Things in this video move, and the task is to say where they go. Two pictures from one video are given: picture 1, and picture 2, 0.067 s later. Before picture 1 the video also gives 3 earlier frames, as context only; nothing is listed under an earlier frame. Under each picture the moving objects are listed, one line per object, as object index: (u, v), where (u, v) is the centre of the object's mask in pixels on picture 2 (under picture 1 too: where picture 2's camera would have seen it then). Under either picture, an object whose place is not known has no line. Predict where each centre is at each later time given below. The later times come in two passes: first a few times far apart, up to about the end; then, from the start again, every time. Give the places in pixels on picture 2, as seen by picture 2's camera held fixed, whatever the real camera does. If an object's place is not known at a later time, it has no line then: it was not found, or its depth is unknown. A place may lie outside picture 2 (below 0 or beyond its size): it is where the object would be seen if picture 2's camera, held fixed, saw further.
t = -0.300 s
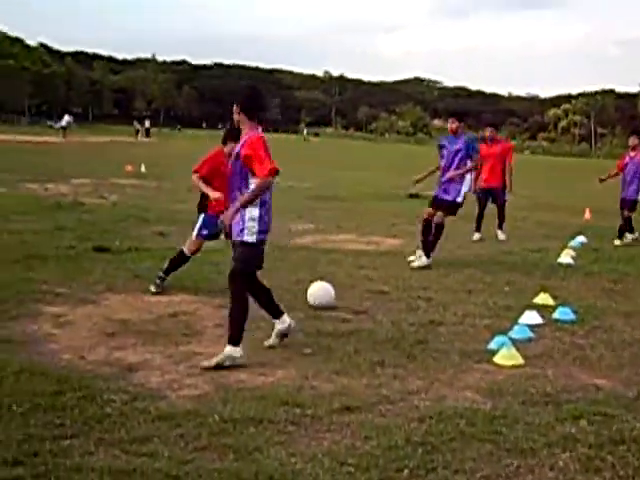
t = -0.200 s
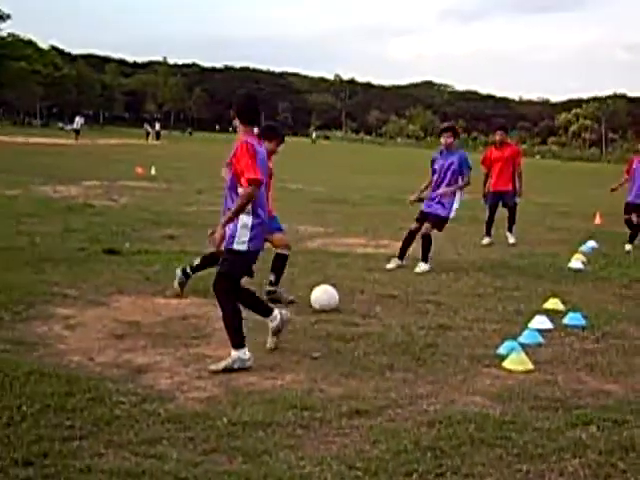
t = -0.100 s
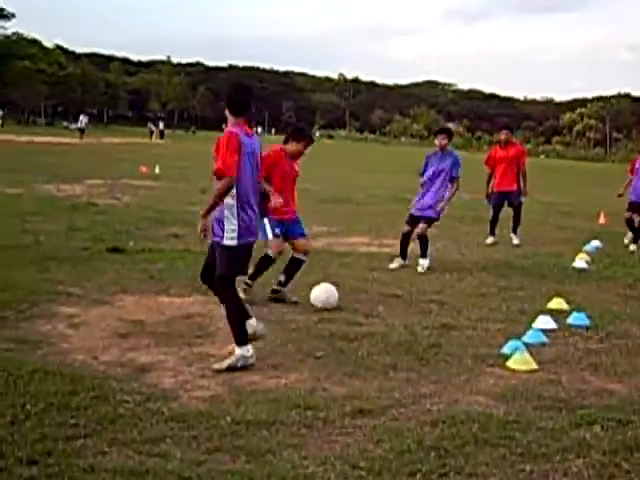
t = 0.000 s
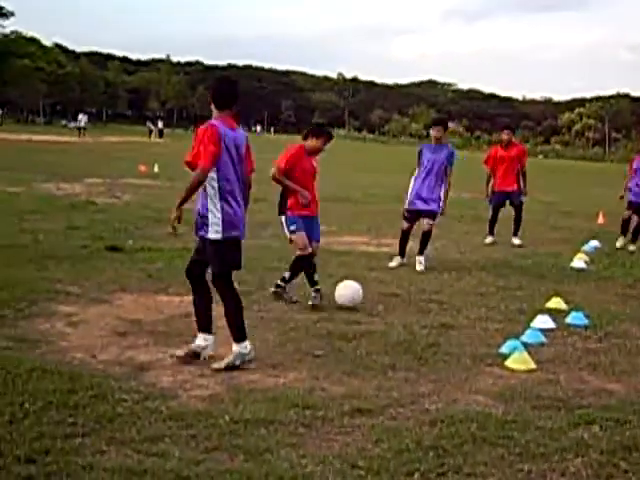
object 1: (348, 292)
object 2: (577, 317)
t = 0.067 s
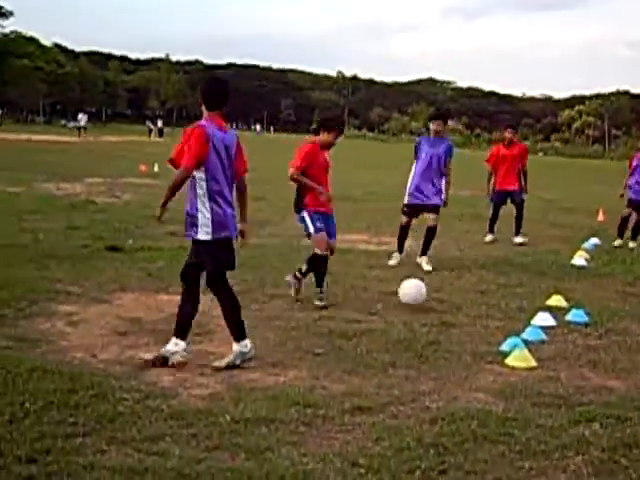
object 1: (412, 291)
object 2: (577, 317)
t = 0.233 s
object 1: (562, 299)
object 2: (578, 317)
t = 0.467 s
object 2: (630, 287)
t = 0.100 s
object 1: (444, 293)
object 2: (577, 317)
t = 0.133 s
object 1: (476, 297)
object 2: (577, 317)
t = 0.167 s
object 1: (507, 301)
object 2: (577, 316)
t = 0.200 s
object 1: (535, 301)
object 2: (577, 317)
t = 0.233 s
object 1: (562, 299)
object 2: (578, 317)
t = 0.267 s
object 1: (585, 294)
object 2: (588, 316)
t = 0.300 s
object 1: (606, 287)
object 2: (598, 312)
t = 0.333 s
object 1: (626, 281)
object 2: (606, 301)
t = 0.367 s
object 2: (612, 297)
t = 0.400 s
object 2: (619, 291)
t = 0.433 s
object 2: (625, 288)
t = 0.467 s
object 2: (630, 287)
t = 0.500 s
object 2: (636, 285)
